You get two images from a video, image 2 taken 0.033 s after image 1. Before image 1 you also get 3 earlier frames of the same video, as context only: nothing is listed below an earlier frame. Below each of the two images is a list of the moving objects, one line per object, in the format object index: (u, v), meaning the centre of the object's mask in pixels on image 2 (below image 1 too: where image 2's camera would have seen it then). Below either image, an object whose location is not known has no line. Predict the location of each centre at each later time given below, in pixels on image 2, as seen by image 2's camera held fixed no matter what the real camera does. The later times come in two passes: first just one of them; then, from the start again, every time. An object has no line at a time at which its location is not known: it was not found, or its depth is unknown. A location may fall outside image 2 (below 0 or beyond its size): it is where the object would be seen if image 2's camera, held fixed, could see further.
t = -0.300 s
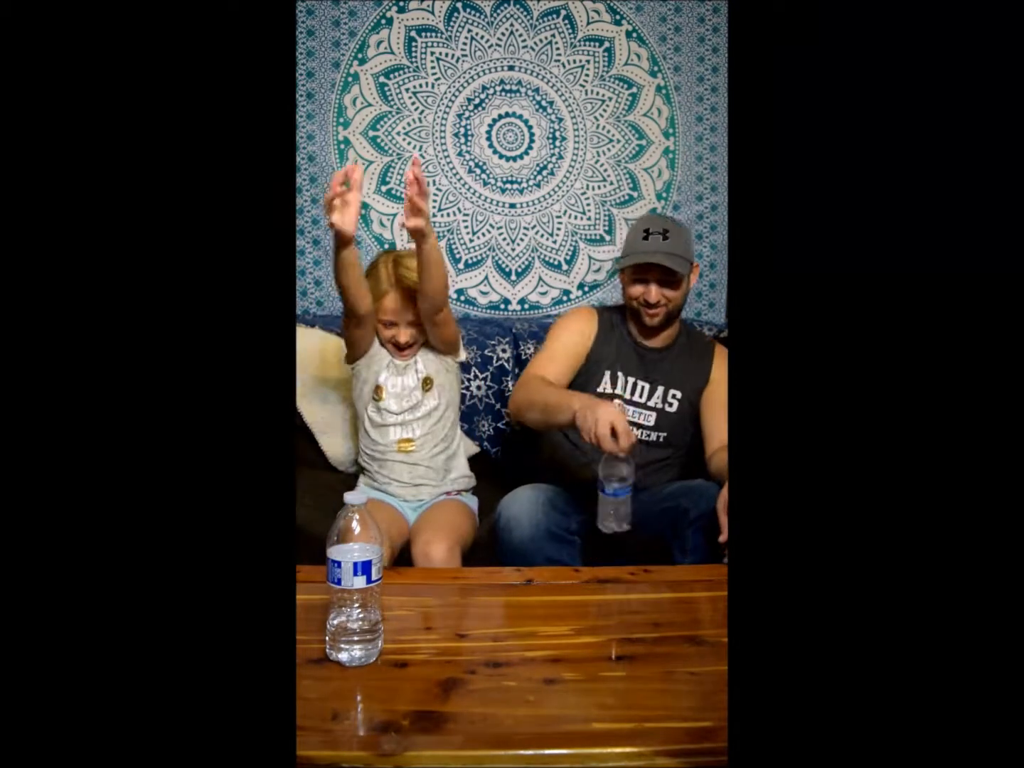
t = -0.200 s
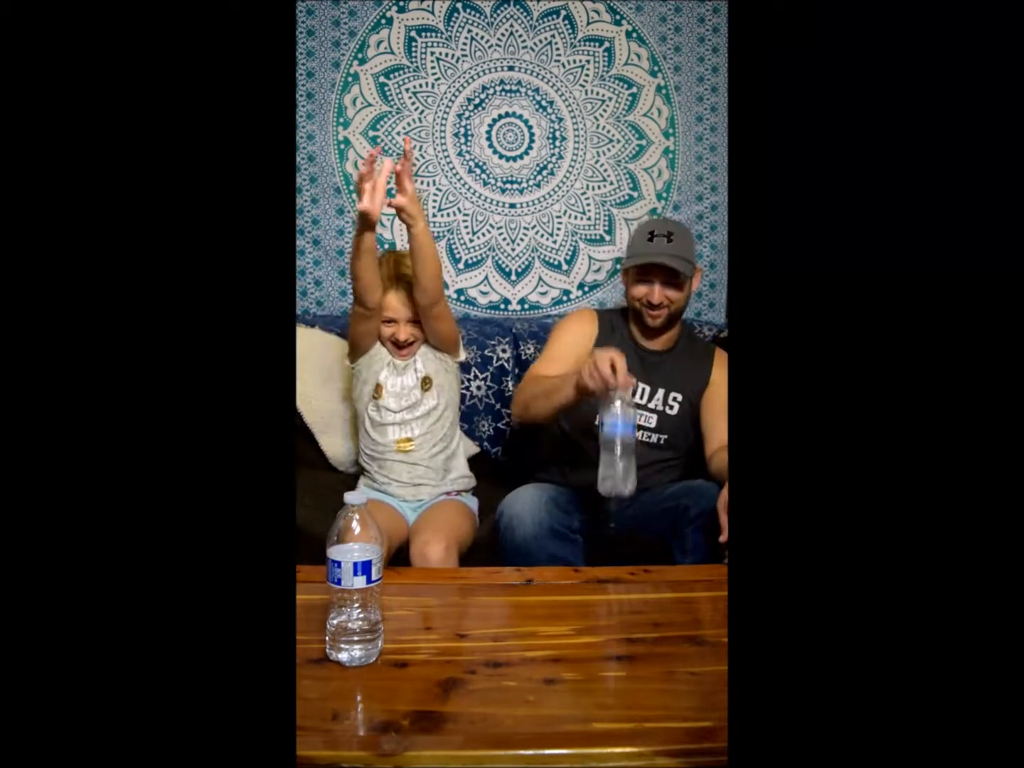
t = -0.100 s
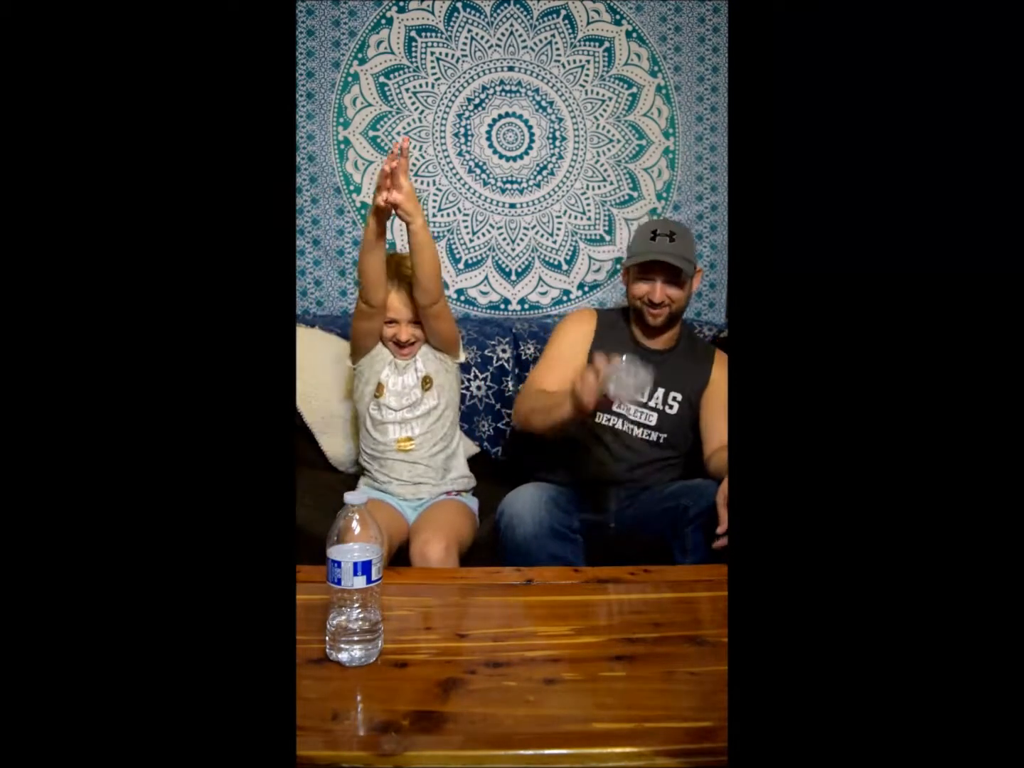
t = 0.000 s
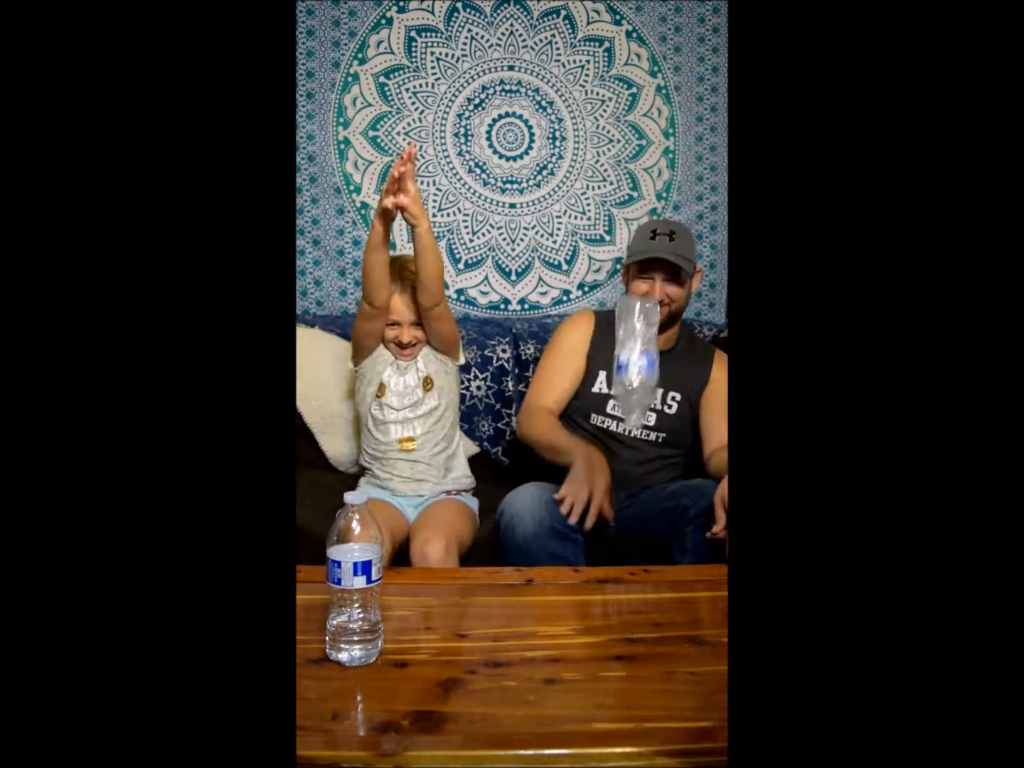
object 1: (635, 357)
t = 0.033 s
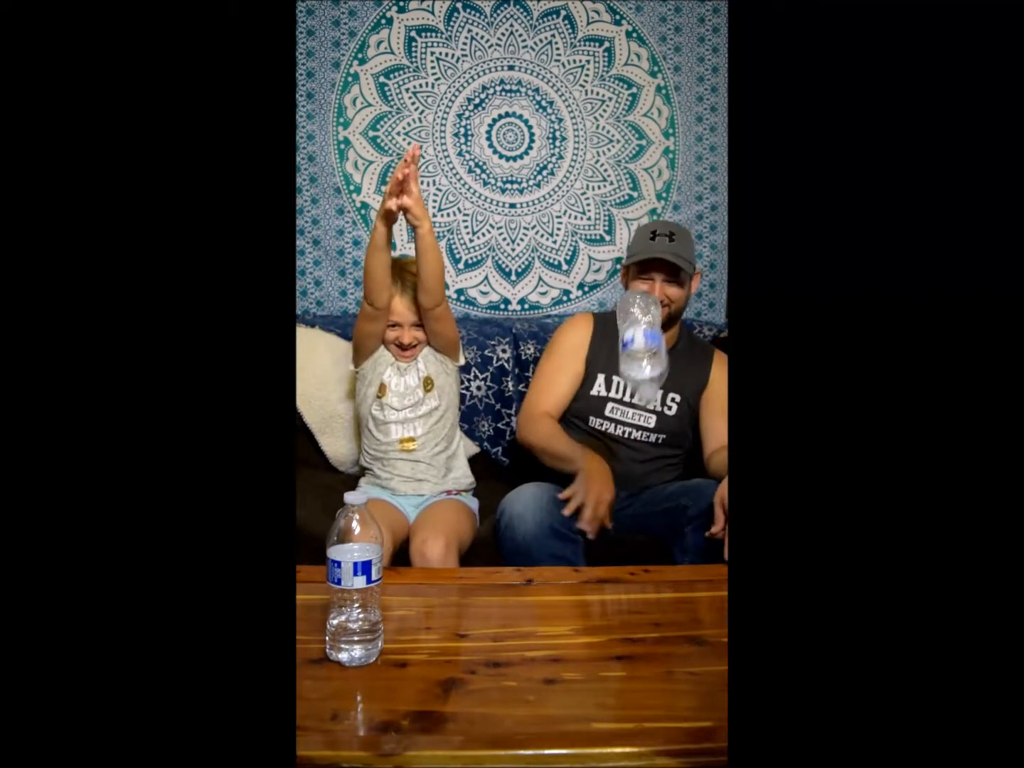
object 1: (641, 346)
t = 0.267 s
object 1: (660, 502)
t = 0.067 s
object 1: (645, 338)
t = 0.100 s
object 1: (649, 338)
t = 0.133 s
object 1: (652, 351)
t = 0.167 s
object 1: (656, 370)
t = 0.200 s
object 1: (659, 406)
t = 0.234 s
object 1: (660, 446)
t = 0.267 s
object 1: (660, 502)
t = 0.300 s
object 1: (659, 567)
